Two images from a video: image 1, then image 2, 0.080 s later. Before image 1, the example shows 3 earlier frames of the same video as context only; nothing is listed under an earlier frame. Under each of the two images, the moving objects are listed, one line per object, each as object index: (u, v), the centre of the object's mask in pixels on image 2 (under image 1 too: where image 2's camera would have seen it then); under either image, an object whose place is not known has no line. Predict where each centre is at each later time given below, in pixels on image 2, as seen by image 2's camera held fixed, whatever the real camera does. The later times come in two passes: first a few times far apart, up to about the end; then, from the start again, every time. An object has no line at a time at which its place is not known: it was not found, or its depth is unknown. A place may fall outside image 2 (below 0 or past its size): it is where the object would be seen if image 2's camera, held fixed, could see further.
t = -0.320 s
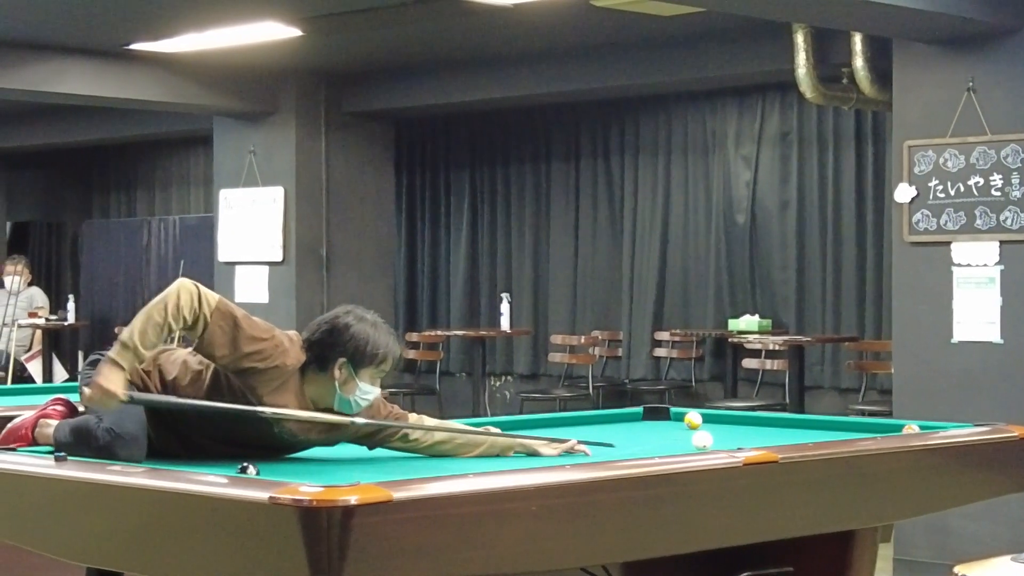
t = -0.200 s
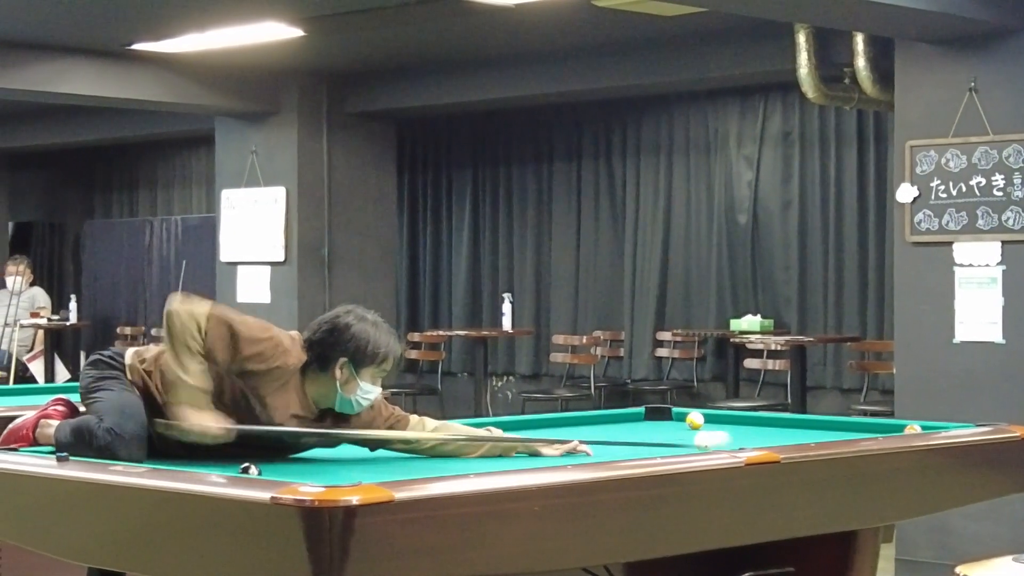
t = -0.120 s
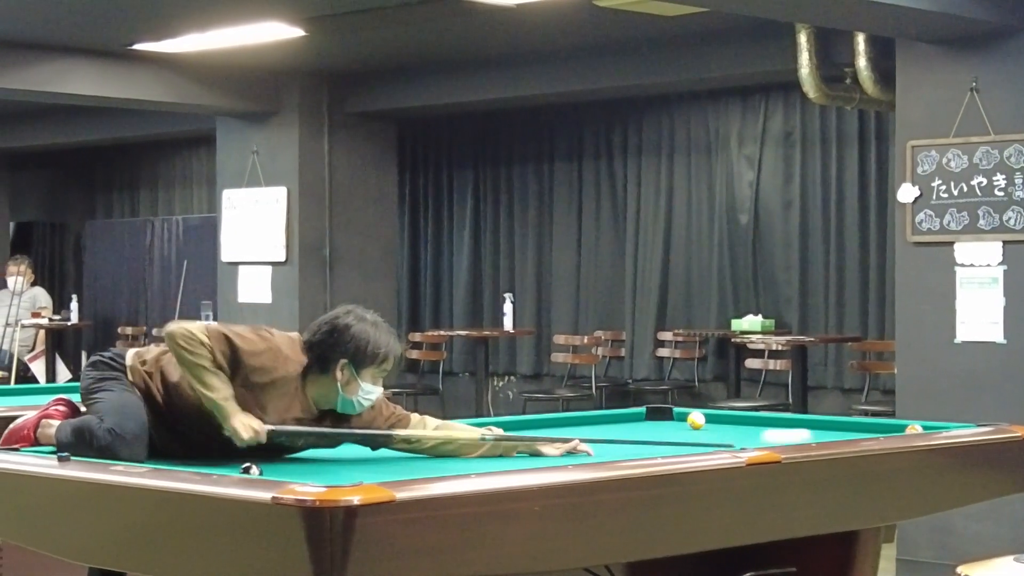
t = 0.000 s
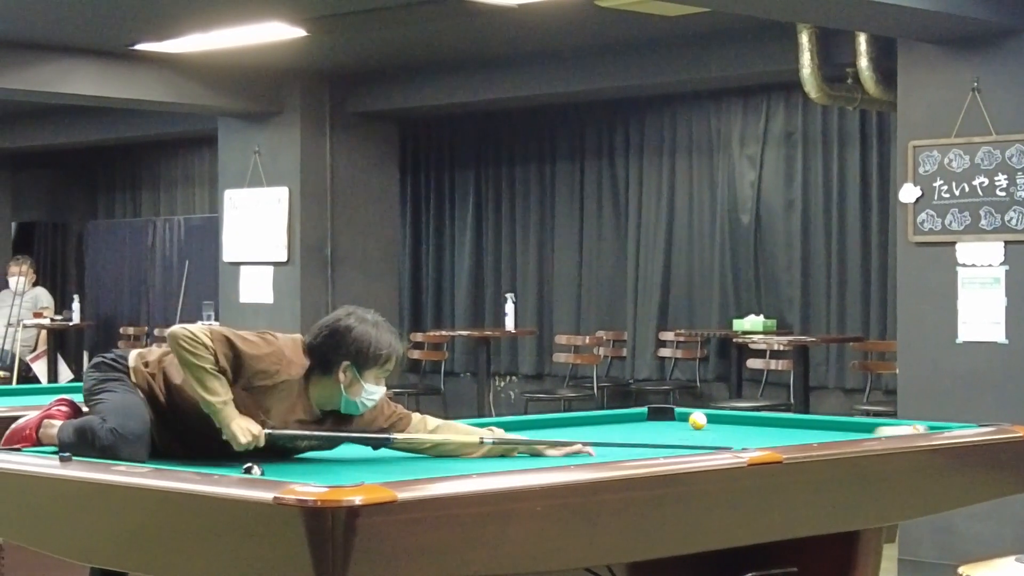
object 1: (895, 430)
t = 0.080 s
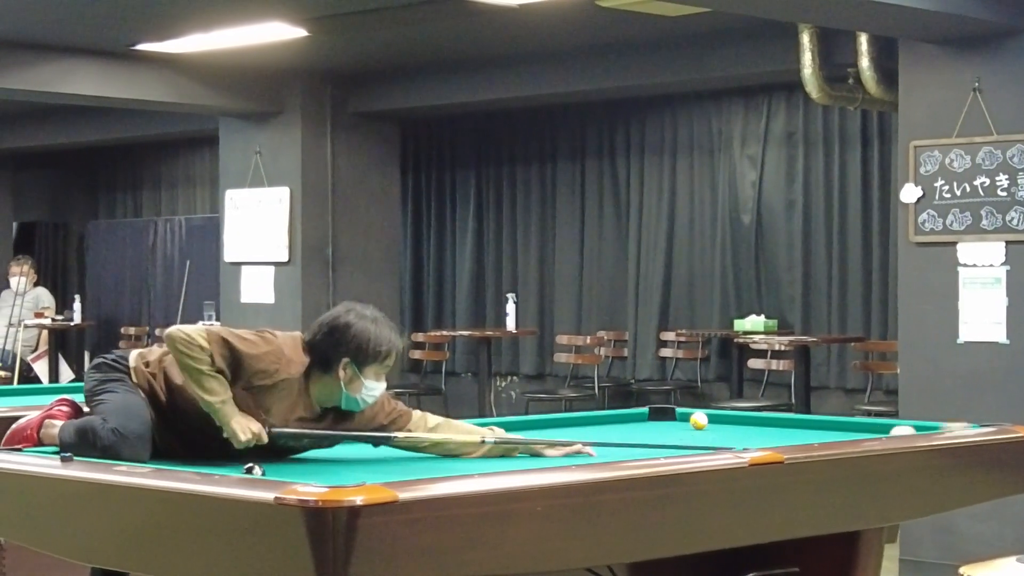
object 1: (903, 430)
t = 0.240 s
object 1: (861, 433)
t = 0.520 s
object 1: (790, 434)
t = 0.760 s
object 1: (731, 436)
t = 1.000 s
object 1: (674, 435)
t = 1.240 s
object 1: (617, 436)
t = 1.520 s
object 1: (553, 437)
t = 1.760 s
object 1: (500, 437)
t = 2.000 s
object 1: (448, 437)
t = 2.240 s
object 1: (398, 437)
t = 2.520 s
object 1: (341, 438)
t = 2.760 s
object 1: (294, 438)
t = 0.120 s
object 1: (892, 431)
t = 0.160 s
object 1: (881, 431)
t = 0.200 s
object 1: (871, 432)
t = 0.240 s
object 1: (861, 433)
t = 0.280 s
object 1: (850, 433)
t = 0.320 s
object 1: (840, 433)
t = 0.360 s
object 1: (830, 434)
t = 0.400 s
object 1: (820, 434)
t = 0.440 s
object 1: (810, 434)
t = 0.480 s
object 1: (800, 434)
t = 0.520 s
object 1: (790, 434)
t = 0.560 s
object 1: (780, 434)
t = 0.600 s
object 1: (770, 435)
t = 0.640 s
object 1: (760, 435)
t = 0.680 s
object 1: (751, 436)
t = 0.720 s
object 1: (741, 436)
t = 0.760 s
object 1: (731, 436)
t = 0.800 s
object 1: (721, 436)
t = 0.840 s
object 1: (712, 436)
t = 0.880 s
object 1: (702, 436)
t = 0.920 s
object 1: (692, 435)
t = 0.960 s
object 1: (683, 435)
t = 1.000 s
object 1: (674, 435)
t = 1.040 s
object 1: (664, 436)
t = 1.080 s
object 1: (654, 436)
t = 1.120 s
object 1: (645, 436)
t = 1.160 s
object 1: (636, 436)
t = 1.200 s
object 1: (626, 436)
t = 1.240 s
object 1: (617, 436)
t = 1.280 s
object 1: (608, 436)
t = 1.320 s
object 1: (599, 436)
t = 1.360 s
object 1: (590, 436)
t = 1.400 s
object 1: (580, 437)
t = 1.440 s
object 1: (571, 437)
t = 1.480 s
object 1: (562, 437)
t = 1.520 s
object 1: (553, 437)
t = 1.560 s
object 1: (544, 437)
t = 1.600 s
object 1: (535, 437)
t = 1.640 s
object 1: (526, 437)
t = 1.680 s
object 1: (518, 437)
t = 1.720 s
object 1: (509, 437)
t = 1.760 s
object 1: (500, 437)
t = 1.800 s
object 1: (491, 437)
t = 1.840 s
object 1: (482, 437)
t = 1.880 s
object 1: (474, 437)
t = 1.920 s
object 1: (465, 437)
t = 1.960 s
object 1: (457, 437)
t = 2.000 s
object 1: (448, 437)
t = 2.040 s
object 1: (440, 437)
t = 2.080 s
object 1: (431, 437)
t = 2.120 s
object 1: (423, 438)
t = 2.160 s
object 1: (415, 437)
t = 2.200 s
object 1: (406, 437)
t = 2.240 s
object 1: (398, 437)
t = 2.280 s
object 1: (390, 437)
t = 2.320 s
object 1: (381, 438)
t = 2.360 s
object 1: (373, 438)
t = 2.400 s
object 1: (365, 437)
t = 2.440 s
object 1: (357, 437)
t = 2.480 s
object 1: (349, 437)
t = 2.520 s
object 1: (341, 438)
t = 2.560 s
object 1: (333, 438)
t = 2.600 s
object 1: (325, 438)
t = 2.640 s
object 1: (317, 438)
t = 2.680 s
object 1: (309, 438)
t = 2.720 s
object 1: (301, 438)
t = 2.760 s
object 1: (294, 438)
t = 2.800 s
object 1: (286, 439)
